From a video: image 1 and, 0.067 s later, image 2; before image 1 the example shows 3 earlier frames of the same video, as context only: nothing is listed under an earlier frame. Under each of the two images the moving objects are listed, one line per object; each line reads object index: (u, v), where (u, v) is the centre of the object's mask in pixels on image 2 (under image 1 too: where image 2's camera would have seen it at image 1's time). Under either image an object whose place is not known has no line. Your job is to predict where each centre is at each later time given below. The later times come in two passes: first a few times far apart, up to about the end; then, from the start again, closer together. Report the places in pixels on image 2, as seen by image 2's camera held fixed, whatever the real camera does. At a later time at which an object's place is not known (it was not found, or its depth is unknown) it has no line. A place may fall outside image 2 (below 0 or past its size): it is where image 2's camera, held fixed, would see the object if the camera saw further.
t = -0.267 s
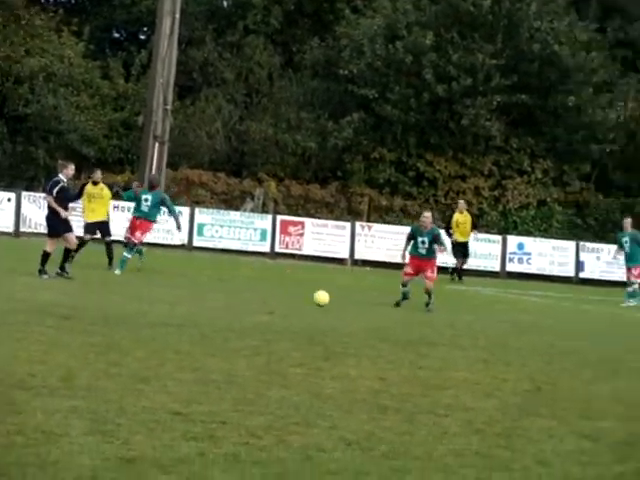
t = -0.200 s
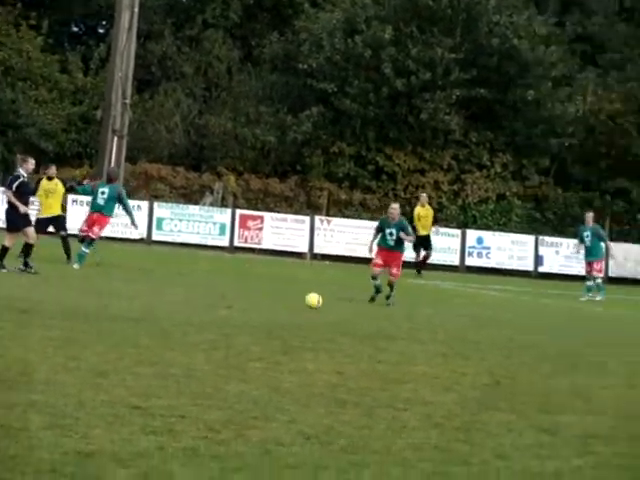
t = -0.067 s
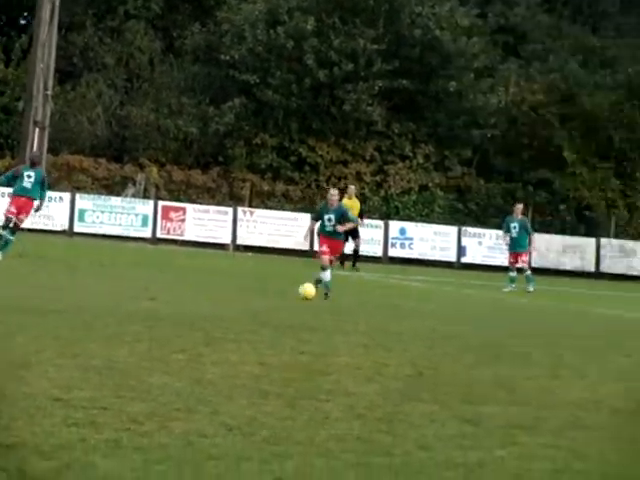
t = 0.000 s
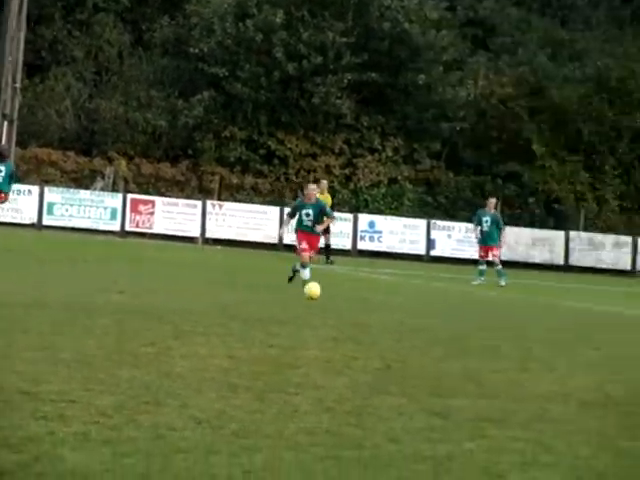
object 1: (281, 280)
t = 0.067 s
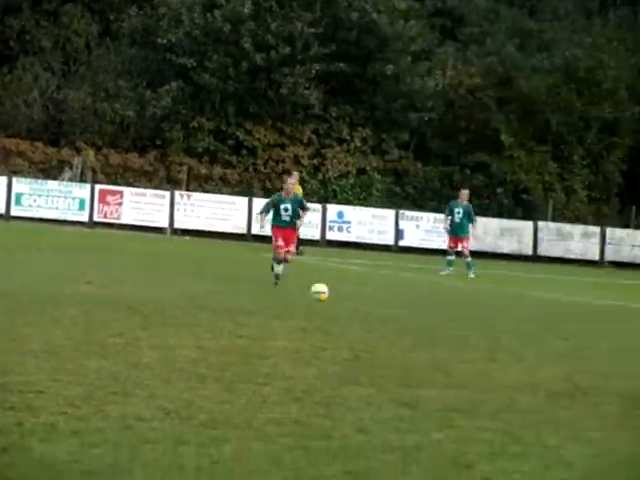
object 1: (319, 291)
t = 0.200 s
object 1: (395, 313)
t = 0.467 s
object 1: (546, 337)
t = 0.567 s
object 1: (600, 344)
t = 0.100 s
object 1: (338, 298)
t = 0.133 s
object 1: (358, 307)
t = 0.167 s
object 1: (376, 312)
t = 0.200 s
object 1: (395, 313)
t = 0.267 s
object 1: (431, 316)
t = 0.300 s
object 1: (450, 319)
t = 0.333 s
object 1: (470, 323)
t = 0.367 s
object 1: (490, 330)
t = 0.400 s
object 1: (510, 336)
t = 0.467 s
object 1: (546, 337)
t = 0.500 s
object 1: (563, 338)
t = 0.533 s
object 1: (581, 340)
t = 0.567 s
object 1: (600, 344)
